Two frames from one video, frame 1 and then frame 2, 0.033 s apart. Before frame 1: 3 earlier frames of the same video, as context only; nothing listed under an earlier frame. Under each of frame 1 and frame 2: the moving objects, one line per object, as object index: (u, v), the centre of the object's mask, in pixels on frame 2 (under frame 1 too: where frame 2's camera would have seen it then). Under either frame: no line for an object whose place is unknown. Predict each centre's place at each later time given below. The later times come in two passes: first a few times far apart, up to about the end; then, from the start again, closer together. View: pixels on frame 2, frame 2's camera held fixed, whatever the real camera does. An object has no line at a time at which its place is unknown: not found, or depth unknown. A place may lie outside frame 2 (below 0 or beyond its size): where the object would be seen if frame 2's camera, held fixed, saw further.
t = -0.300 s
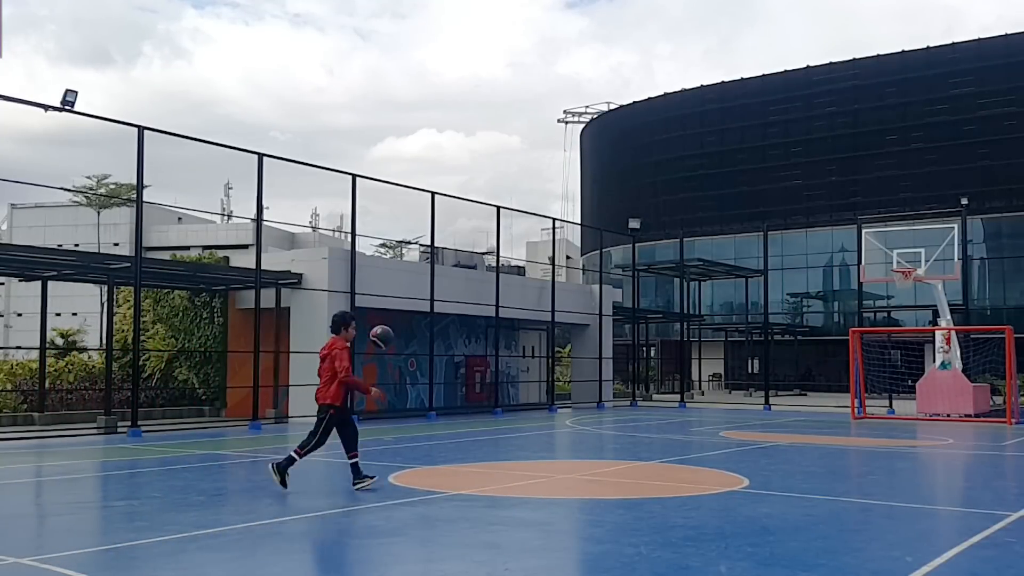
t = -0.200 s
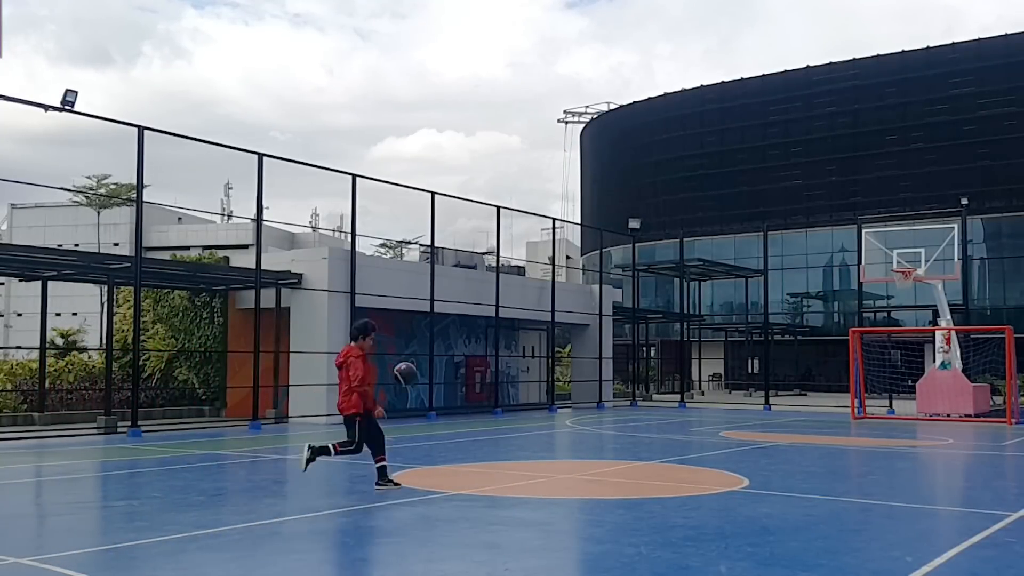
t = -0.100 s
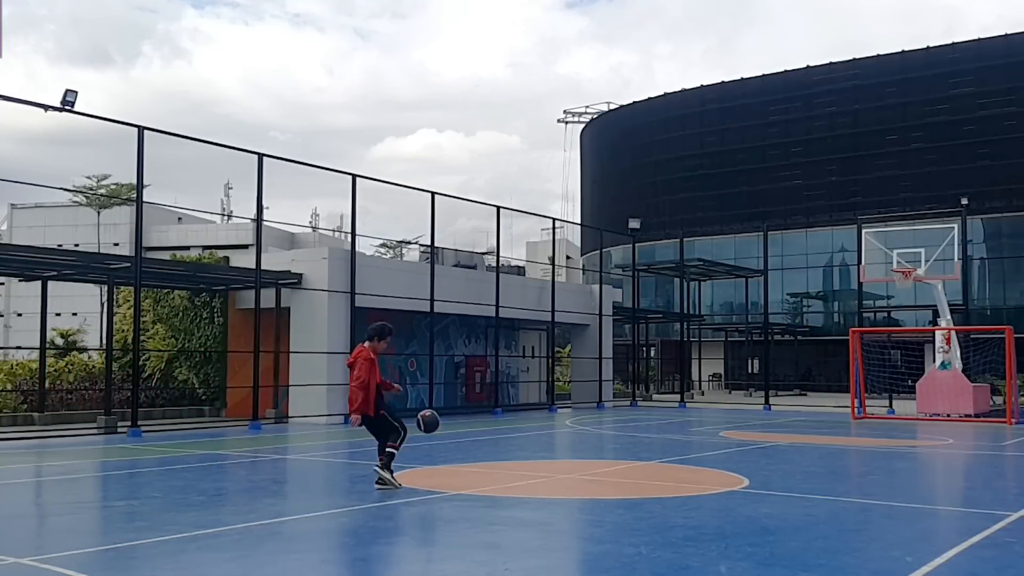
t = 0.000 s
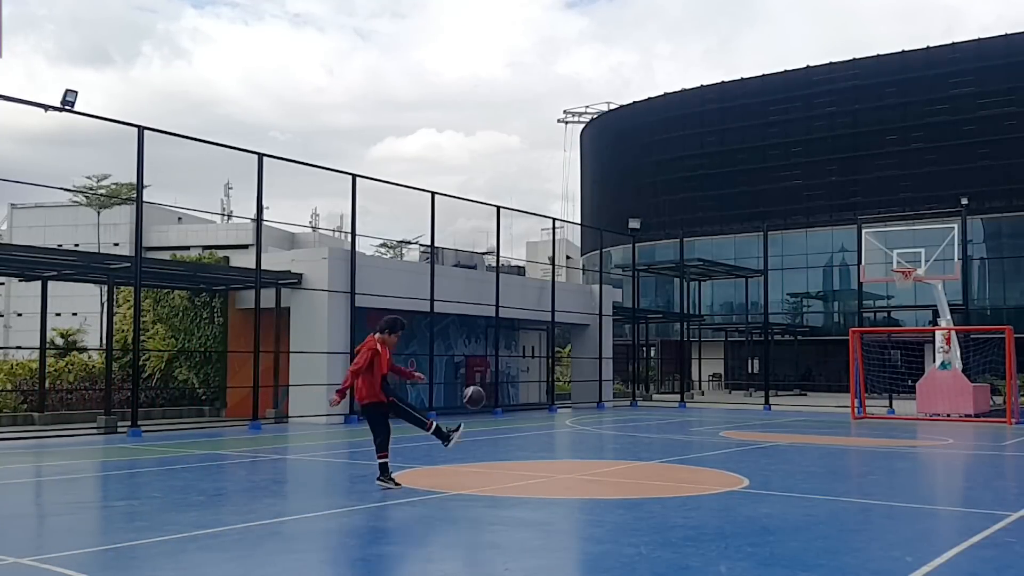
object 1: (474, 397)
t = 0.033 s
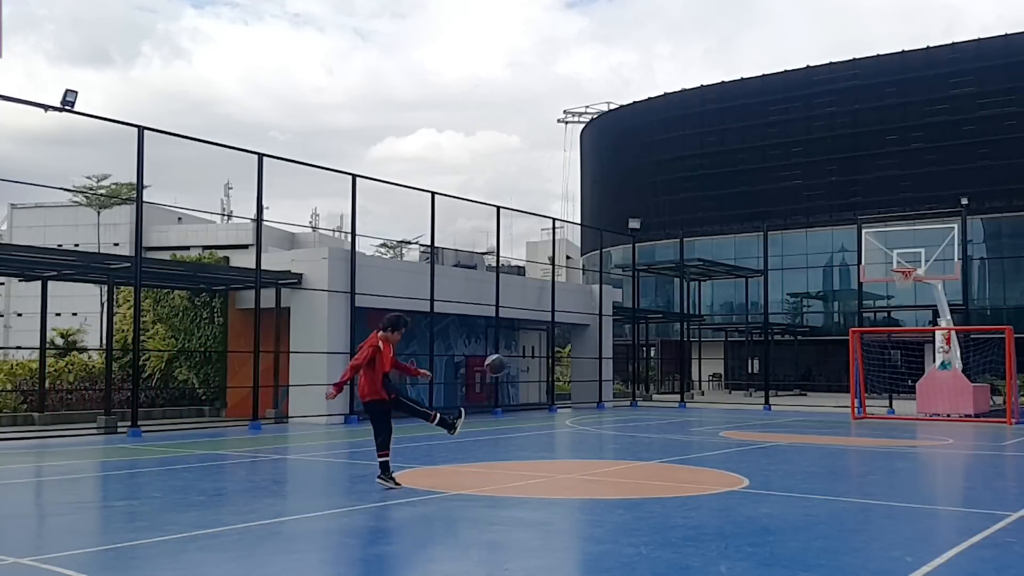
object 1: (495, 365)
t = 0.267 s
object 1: (619, 210)
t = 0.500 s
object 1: (708, 139)
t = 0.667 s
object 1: (759, 125)
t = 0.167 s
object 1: (571, 263)
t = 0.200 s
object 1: (587, 241)
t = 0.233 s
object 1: (603, 225)
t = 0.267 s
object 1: (619, 210)
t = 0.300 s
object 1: (633, 195)
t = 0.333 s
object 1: (646, 183)
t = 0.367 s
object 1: (659, 171)
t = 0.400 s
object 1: (673, 161)
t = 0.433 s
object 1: (685, 153)
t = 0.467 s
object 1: (697, 145)
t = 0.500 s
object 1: (708, 139)
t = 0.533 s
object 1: (718, 134)
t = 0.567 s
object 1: (729, 130)
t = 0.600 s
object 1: (740, 127)
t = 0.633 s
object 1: (749, 125)
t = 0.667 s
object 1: (759, 125)
